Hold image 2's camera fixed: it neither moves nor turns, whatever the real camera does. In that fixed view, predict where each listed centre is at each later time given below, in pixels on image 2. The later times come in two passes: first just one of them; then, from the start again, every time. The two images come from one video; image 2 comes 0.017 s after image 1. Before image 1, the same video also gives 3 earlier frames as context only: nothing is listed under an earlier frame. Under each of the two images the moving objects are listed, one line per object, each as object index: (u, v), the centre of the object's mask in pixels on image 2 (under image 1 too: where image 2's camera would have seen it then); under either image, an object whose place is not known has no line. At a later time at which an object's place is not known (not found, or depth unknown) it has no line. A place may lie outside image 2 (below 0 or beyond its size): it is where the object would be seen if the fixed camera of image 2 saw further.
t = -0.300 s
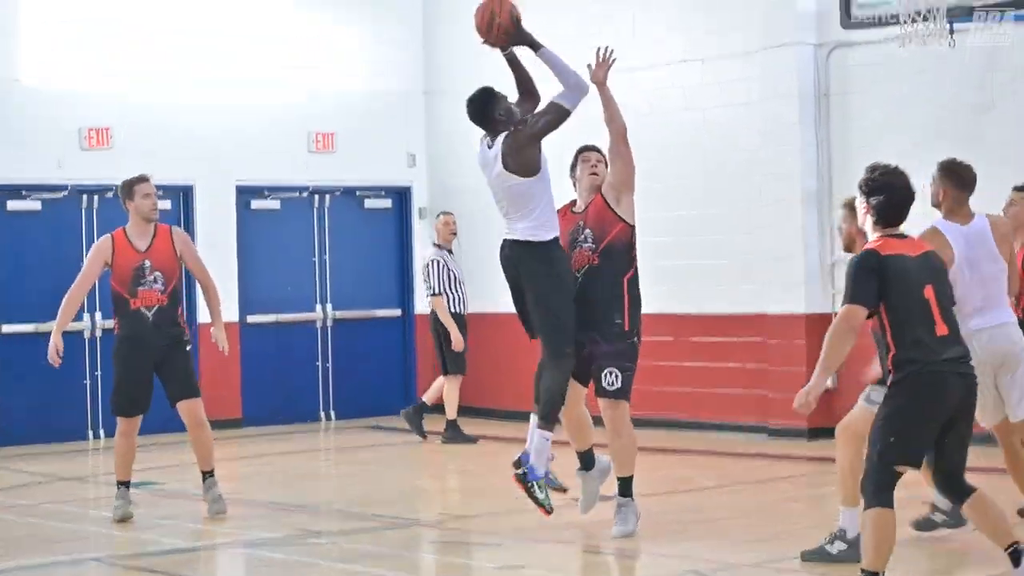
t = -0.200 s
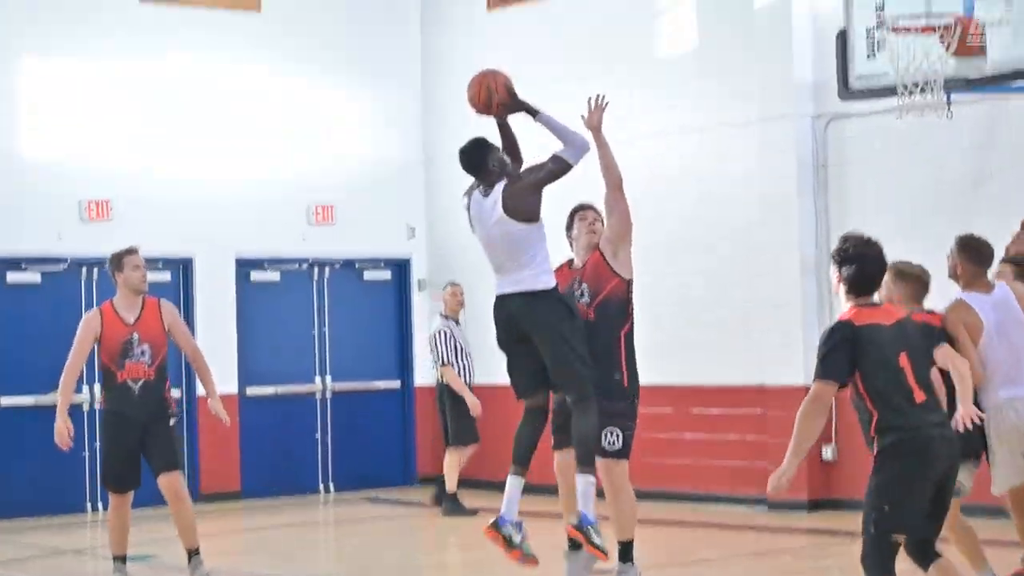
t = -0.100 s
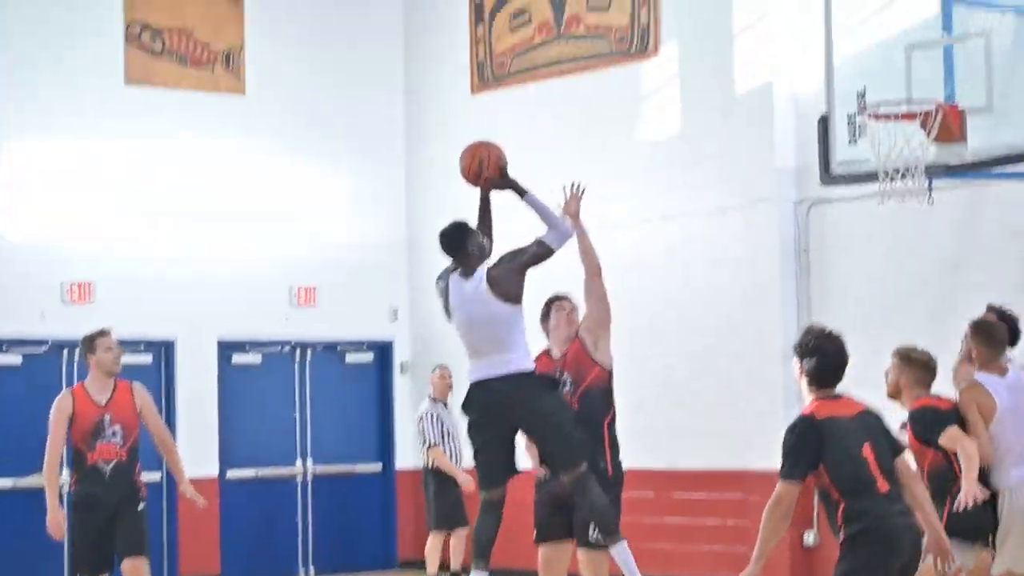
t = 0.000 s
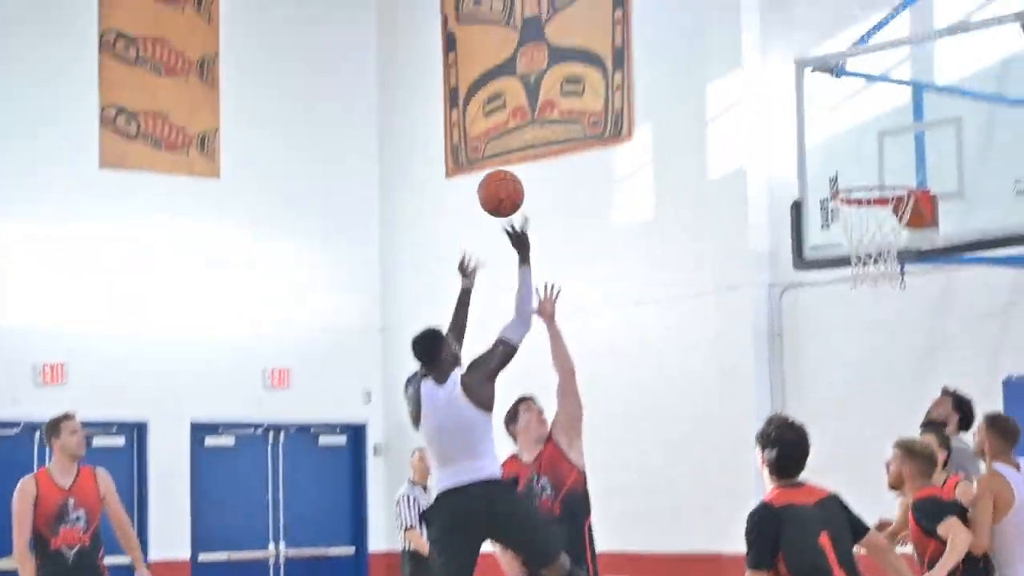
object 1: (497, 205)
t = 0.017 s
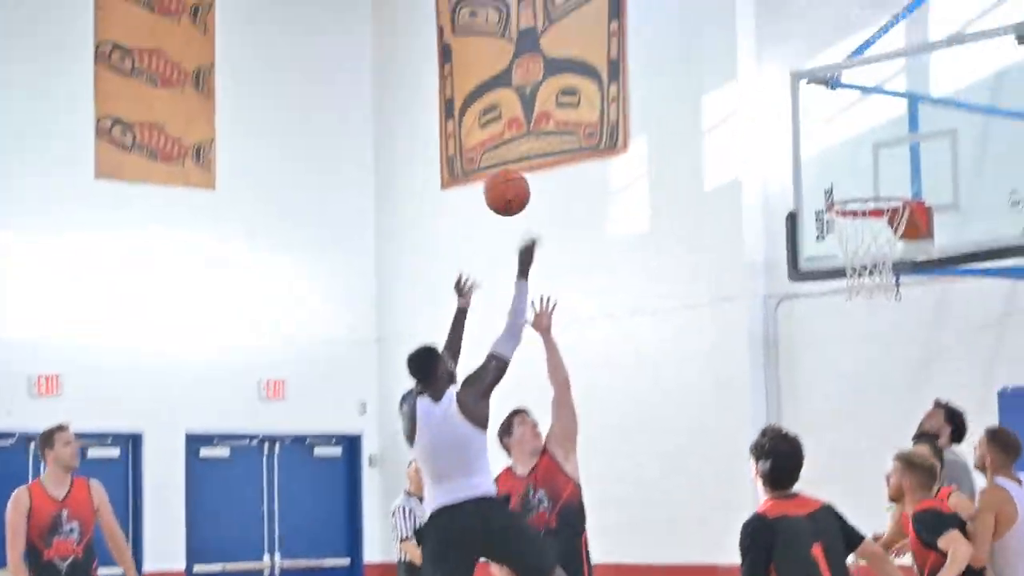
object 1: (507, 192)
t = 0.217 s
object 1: (625, 92)
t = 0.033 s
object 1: (517, 182)
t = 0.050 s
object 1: (527, 170)
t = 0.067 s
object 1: (537, 159)
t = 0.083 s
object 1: (546, 150)
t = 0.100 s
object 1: (556, 141)
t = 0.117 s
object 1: (567, 131)
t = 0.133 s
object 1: (576, 124)
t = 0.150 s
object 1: (586, 117)
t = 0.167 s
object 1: (596, 110)
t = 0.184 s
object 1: (605, 103)
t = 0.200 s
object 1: (615, 97)
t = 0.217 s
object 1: (625, 92)
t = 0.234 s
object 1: (634, 87)
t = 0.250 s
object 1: (644, 83)
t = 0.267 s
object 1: (653, 79)
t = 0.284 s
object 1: (663, 76)
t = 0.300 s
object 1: (672, 73)
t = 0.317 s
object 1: (682, 71)
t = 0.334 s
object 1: (691, 69)
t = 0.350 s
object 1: (701, 68)
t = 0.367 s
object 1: (710, 67)
